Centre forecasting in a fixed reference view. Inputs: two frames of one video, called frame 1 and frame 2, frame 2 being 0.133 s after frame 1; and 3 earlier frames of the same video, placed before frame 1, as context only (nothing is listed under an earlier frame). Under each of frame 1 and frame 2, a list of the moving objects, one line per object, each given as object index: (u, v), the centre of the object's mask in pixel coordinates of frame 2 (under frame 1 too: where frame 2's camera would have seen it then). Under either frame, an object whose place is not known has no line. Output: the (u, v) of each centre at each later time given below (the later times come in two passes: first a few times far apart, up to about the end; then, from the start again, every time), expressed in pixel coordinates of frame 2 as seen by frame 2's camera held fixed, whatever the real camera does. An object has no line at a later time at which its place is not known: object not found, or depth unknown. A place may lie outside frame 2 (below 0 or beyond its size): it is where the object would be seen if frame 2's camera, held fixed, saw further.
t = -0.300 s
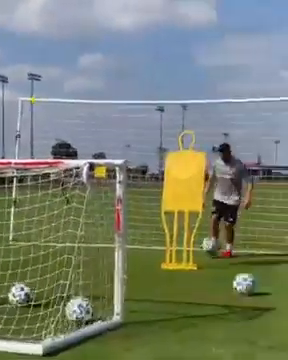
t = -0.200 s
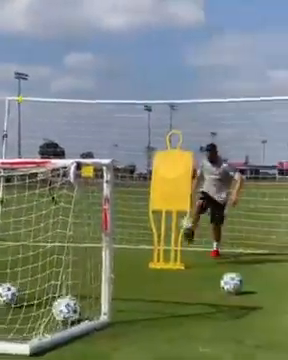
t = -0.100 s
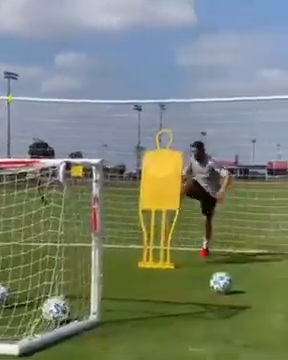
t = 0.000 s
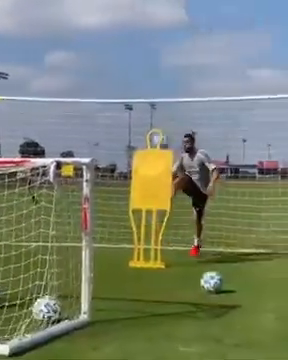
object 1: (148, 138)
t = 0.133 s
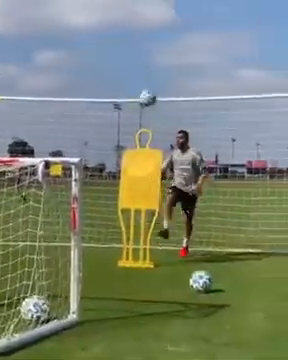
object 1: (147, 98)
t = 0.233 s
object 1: (146, 73)
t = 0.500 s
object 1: (141, 44)
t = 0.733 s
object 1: (138, 66)
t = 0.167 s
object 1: (147, 89)
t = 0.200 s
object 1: (146, 80)
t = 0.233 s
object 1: (146, 73)
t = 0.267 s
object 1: (145, 66)
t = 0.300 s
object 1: (145, 60)
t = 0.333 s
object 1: (144, 56)
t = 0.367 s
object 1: (143, 52)
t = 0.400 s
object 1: (143, 48)
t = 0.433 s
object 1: (142, 46)
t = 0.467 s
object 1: (141, 44)
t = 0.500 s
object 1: (141, 44)
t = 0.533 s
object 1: (142, 44)
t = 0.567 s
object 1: (140, 45)
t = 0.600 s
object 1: (140, 48)
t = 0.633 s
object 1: (140, 51)
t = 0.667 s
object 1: (140, 55)
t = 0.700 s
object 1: (139, 61)
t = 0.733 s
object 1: (138, 66)
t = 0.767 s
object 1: (138, 74)
